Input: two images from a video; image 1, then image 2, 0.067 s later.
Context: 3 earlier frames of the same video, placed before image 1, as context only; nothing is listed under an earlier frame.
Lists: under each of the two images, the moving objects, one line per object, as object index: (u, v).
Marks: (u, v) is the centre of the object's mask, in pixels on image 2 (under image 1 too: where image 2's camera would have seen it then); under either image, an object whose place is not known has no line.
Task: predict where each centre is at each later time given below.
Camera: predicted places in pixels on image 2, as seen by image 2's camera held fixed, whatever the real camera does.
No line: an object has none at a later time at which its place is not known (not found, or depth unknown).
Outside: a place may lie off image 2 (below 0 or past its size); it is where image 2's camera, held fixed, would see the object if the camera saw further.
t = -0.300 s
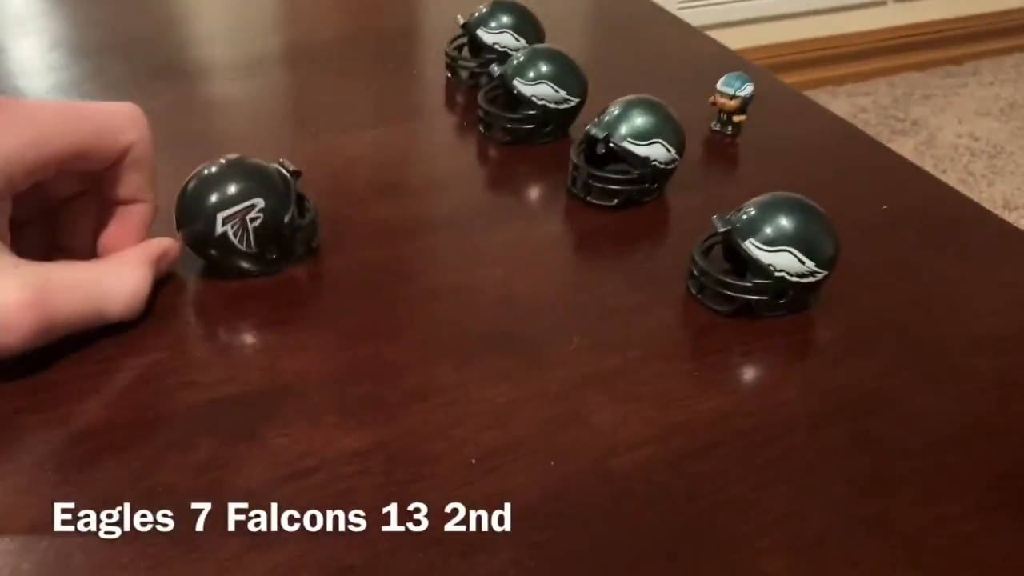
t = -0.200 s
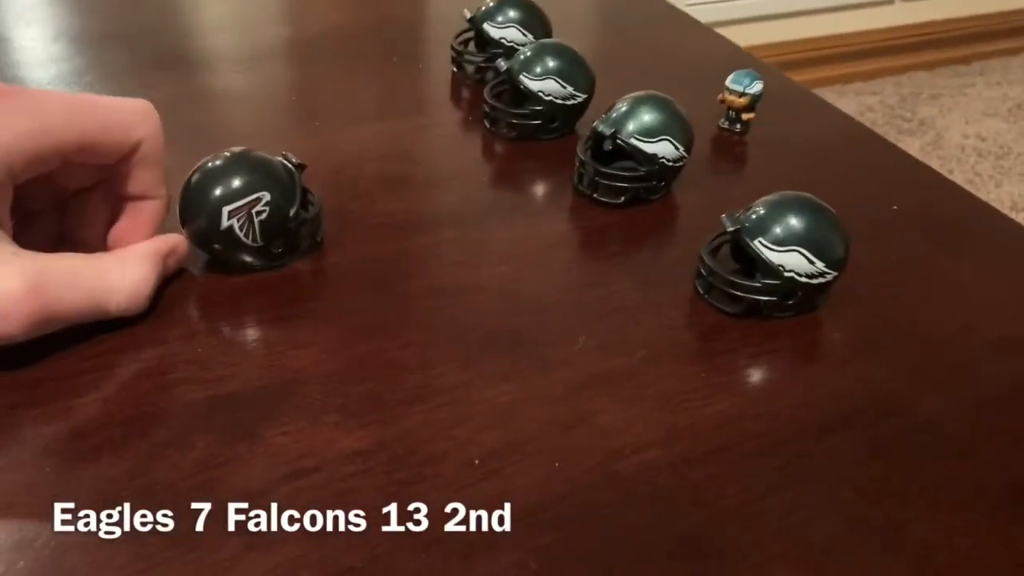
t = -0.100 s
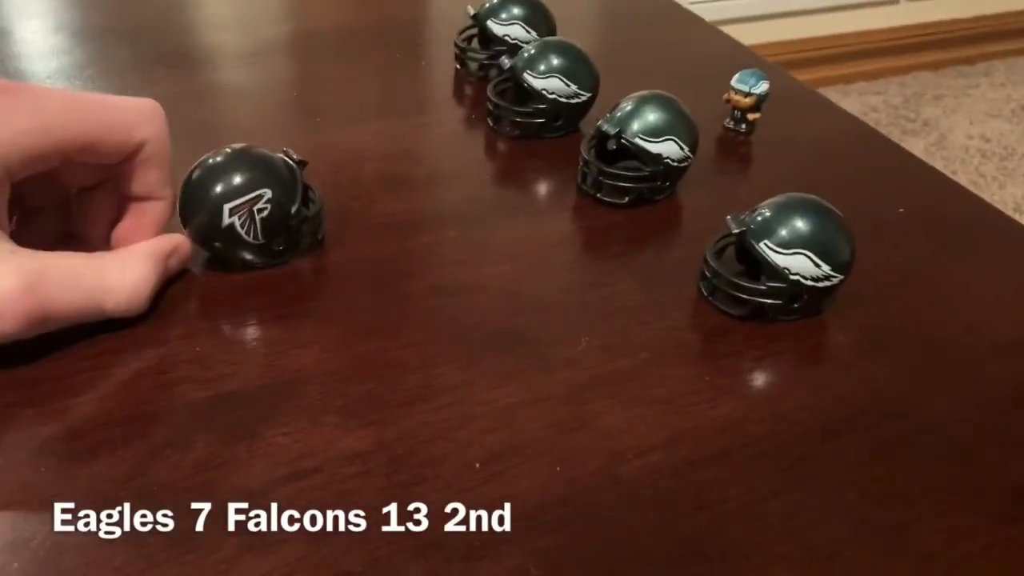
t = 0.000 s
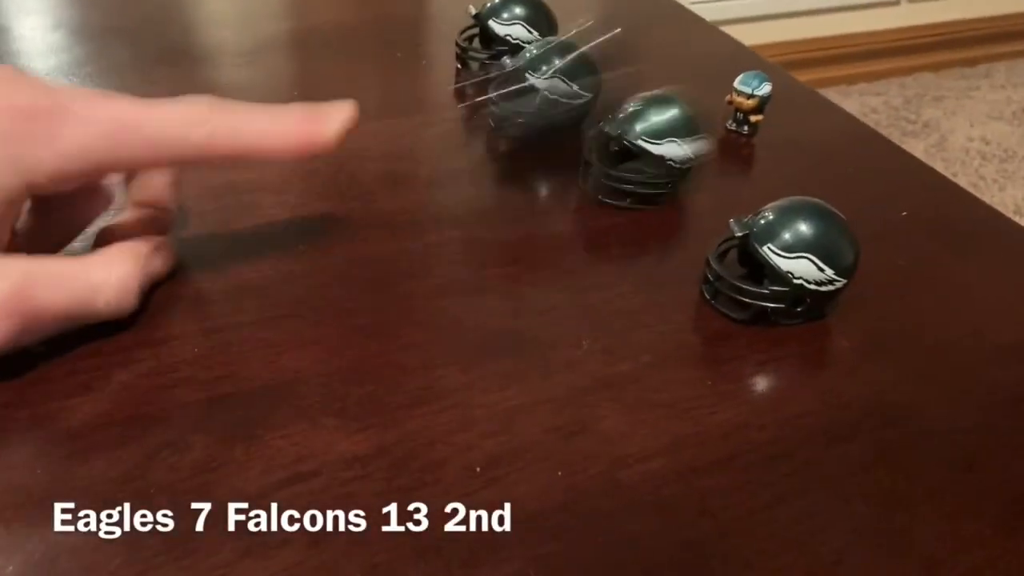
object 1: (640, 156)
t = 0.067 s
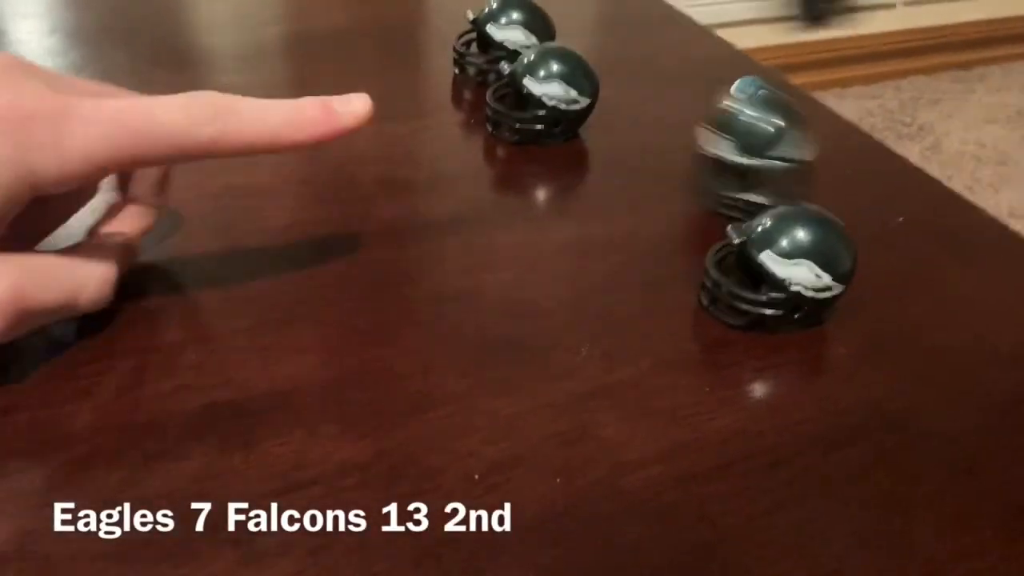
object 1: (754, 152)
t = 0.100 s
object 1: (796, 162)
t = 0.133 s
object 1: (848, 169)
